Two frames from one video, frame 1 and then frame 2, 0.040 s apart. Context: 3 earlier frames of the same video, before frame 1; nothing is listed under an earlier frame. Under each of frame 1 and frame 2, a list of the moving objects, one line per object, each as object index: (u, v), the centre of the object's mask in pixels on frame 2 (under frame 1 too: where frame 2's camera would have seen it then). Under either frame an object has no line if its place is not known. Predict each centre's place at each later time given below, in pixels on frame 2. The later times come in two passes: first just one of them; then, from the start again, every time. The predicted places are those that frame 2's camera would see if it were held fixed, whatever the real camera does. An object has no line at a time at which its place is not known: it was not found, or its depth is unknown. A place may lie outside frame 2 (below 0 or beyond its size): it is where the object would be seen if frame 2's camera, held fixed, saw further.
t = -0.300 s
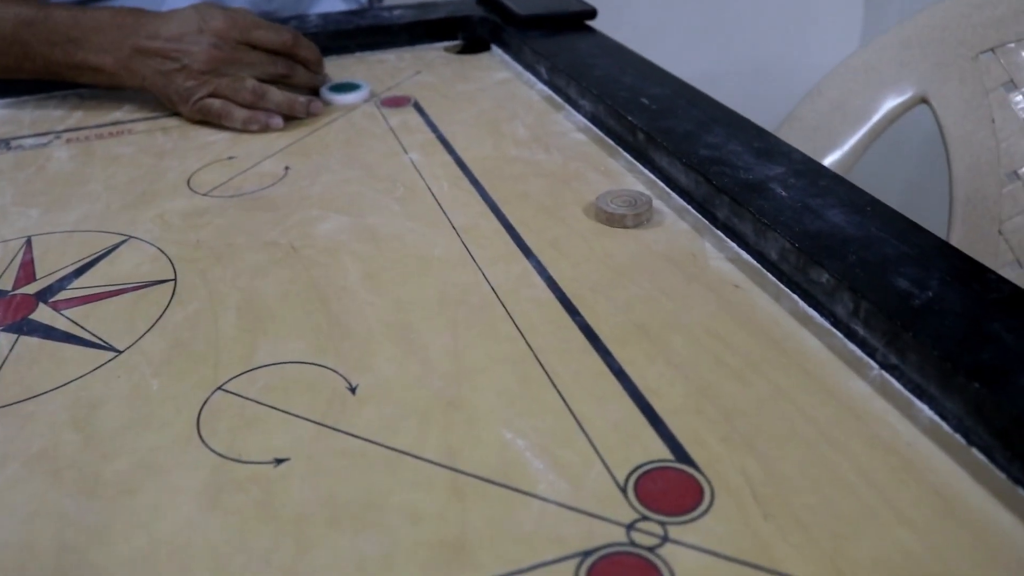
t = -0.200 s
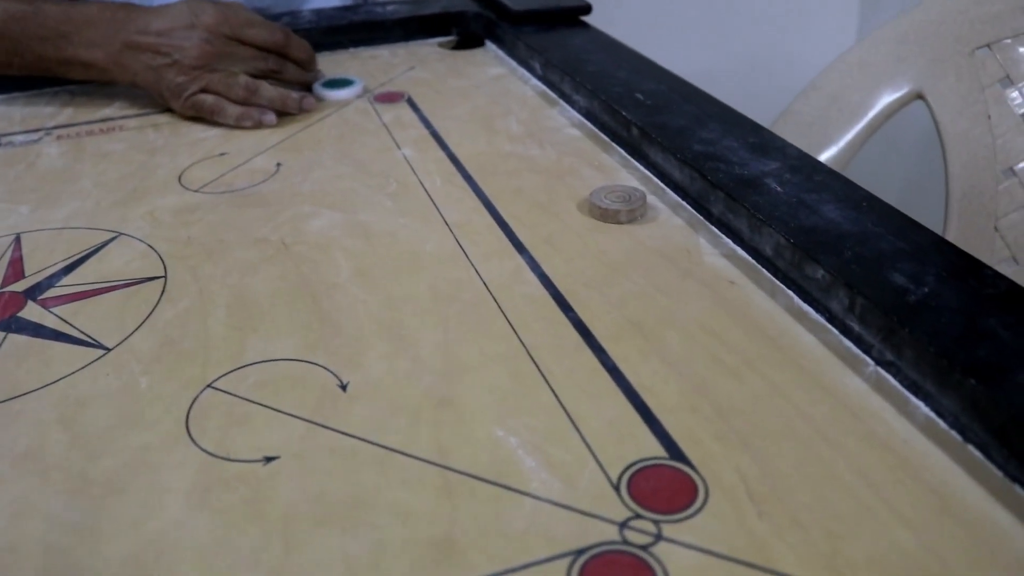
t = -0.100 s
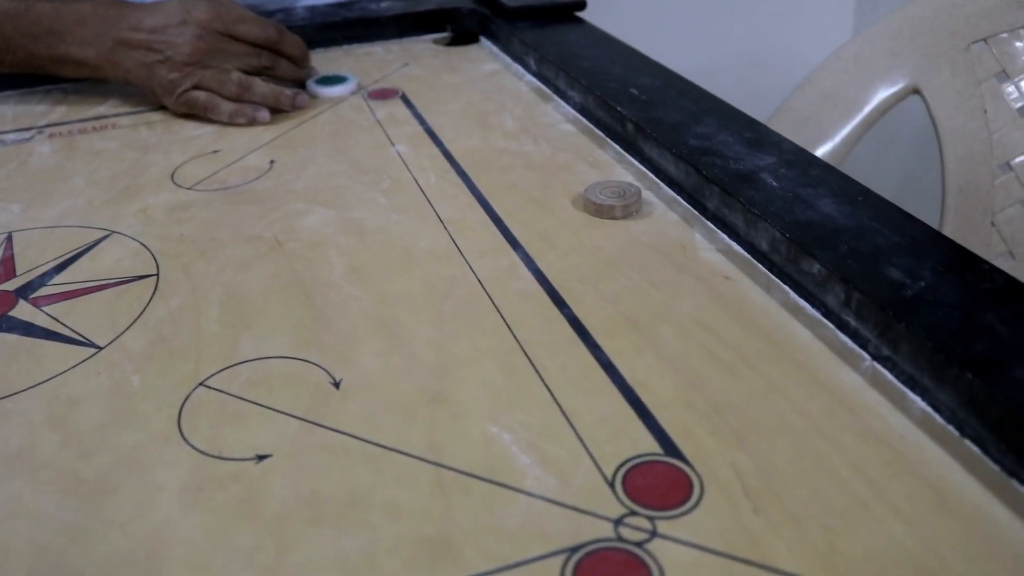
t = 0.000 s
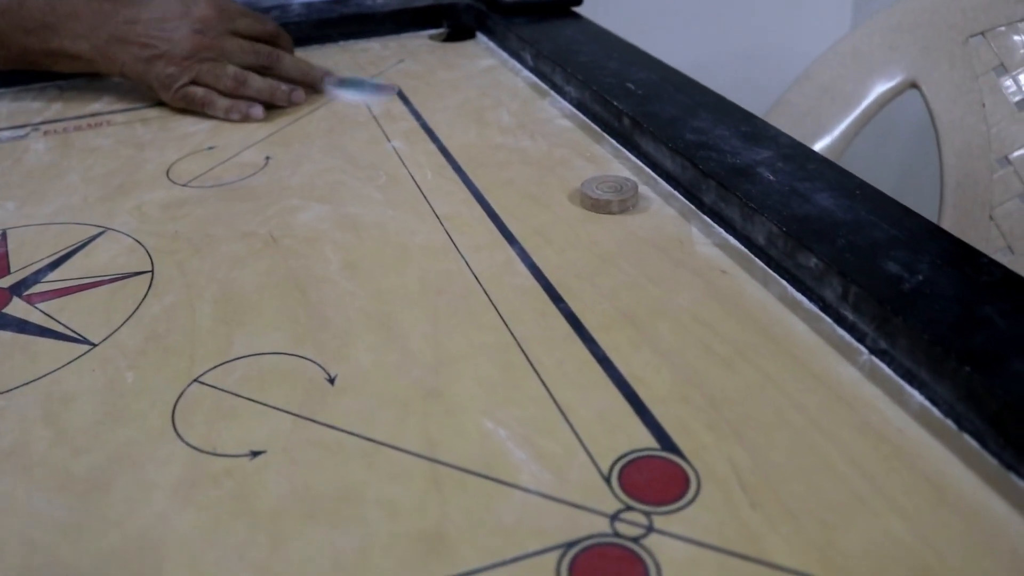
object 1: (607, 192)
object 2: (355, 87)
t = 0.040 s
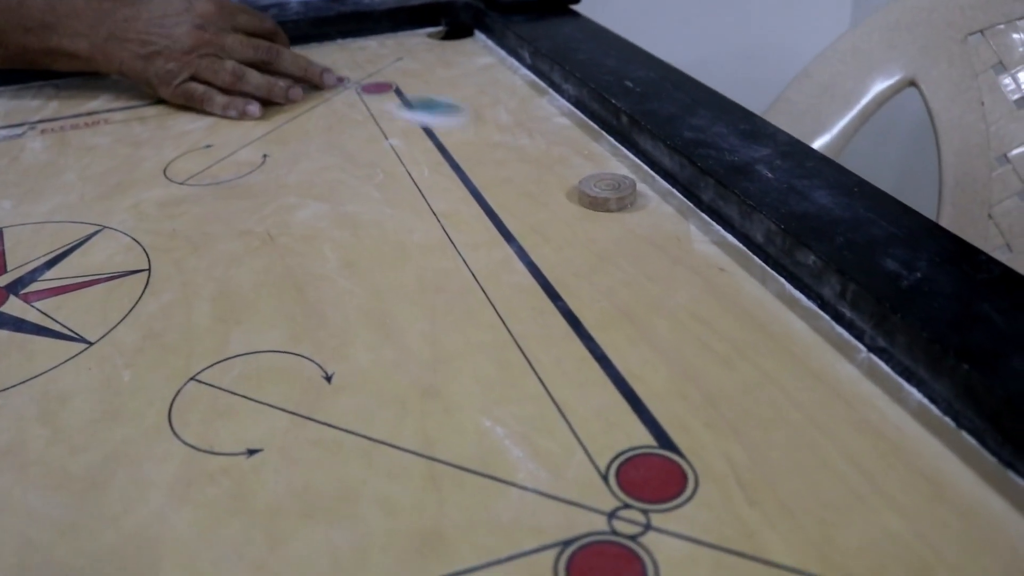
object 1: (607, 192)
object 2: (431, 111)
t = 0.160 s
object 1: (640, 253)
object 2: (584, 200)
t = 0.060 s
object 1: (607, 192)
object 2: (473, 124)
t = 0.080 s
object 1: (607, 192)
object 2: (518, 139)
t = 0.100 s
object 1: (607, 192)
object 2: (565, 154)
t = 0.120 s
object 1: (609, 198)
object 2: (610, 169)
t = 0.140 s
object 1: (624, 225)
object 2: (601, 184)
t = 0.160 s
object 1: (640, 253)
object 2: (584, 200)
